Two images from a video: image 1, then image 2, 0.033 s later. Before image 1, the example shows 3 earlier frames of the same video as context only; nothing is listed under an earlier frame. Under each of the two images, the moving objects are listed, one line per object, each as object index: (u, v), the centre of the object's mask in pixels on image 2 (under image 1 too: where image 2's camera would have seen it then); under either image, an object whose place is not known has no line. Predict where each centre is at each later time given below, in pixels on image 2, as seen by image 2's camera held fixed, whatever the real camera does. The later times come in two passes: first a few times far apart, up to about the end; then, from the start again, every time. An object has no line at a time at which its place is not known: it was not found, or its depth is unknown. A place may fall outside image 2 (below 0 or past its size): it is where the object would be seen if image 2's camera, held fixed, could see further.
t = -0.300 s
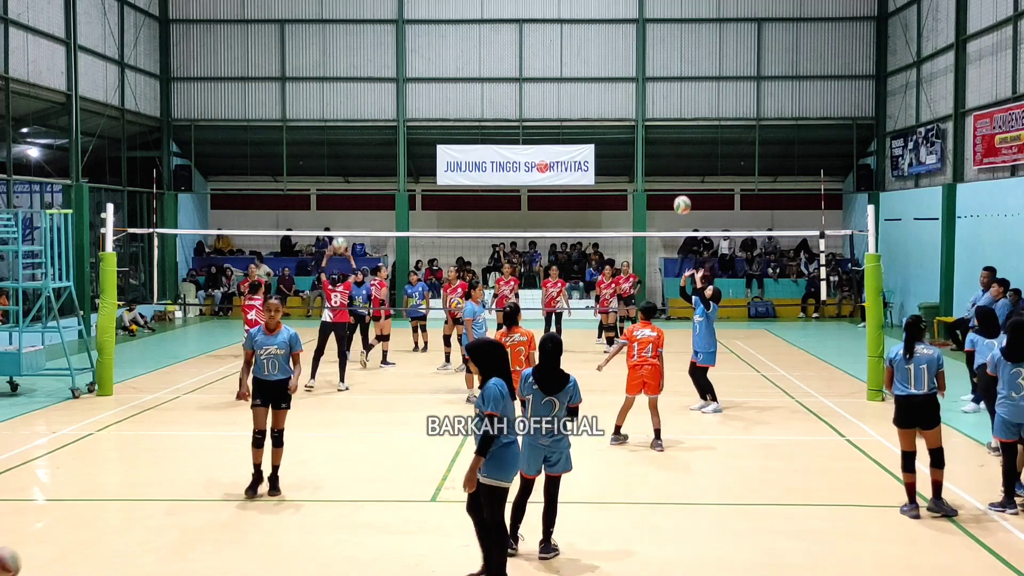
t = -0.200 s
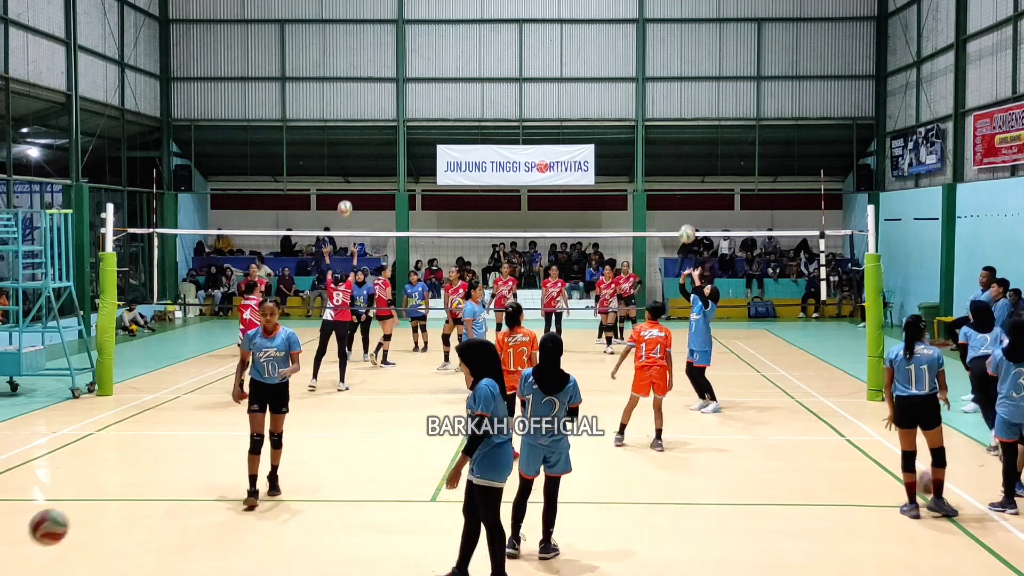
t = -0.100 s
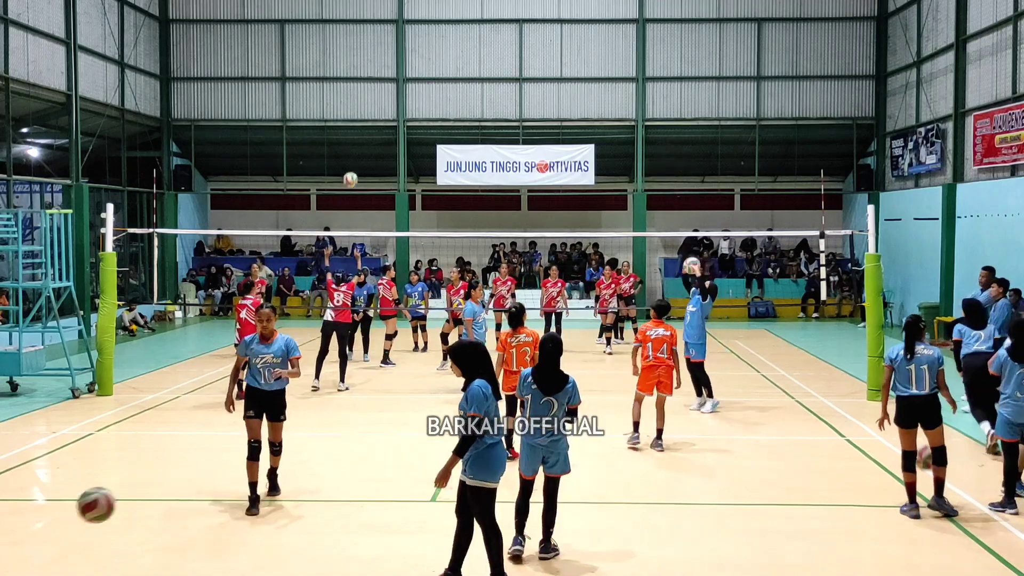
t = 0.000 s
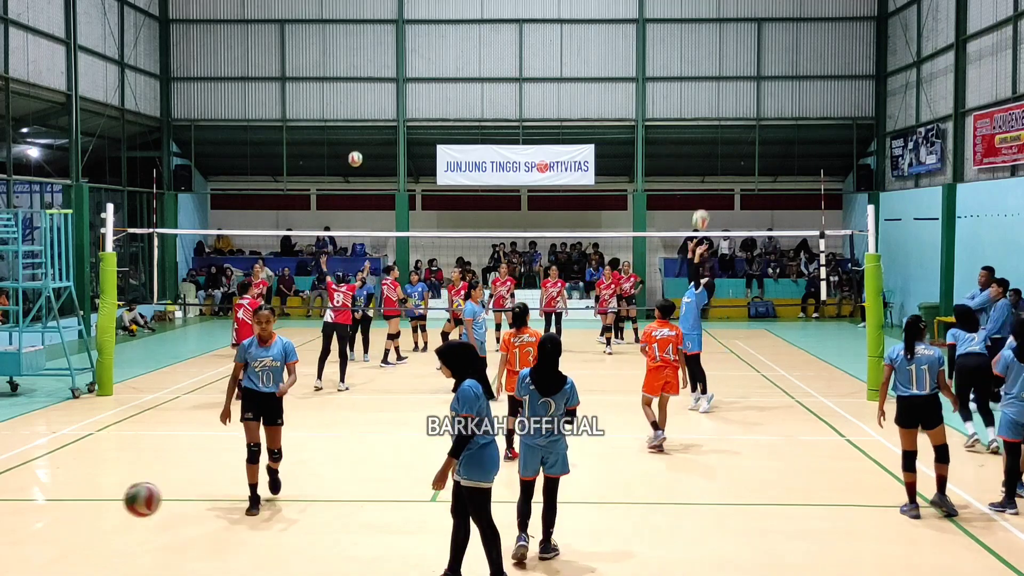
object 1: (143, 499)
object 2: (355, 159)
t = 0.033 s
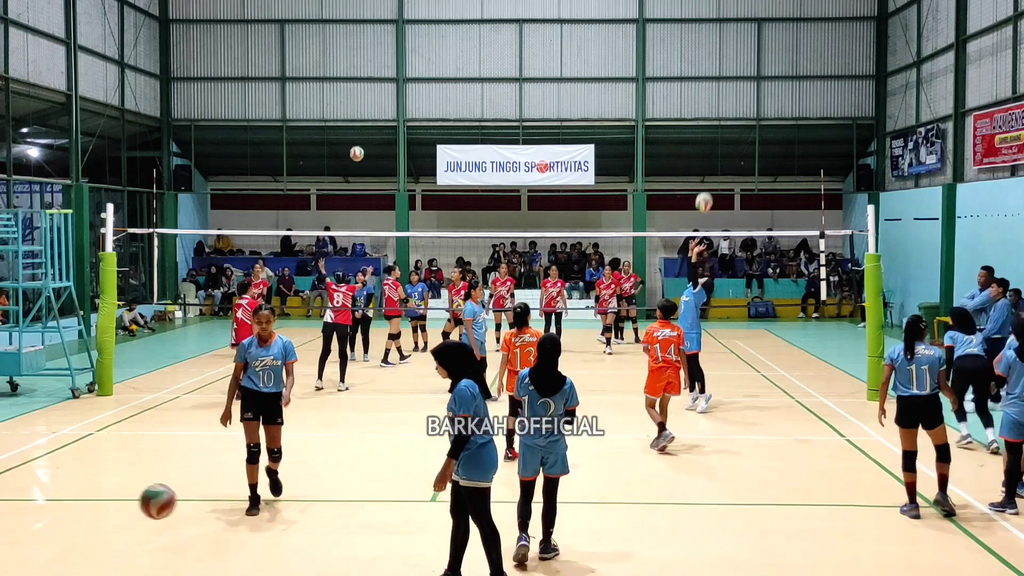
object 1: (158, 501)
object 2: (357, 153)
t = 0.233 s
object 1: (245, 550)
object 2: (365, 138)
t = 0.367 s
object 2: (371, 142)
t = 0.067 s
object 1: (172, 505)
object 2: (358, 149)
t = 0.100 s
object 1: (187, 510)
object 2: (360, 145)
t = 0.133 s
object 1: (202, 518)
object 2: (361, 142)
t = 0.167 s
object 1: (216, 527)
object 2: (363, 140)
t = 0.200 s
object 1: (231, 538)
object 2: (364, 139)
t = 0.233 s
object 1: (245, 550)
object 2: (365, 138)
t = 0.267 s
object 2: (367, 138)
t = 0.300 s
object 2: (368, 138)
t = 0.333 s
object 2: (370, 140)
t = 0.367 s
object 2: (371, 142)
